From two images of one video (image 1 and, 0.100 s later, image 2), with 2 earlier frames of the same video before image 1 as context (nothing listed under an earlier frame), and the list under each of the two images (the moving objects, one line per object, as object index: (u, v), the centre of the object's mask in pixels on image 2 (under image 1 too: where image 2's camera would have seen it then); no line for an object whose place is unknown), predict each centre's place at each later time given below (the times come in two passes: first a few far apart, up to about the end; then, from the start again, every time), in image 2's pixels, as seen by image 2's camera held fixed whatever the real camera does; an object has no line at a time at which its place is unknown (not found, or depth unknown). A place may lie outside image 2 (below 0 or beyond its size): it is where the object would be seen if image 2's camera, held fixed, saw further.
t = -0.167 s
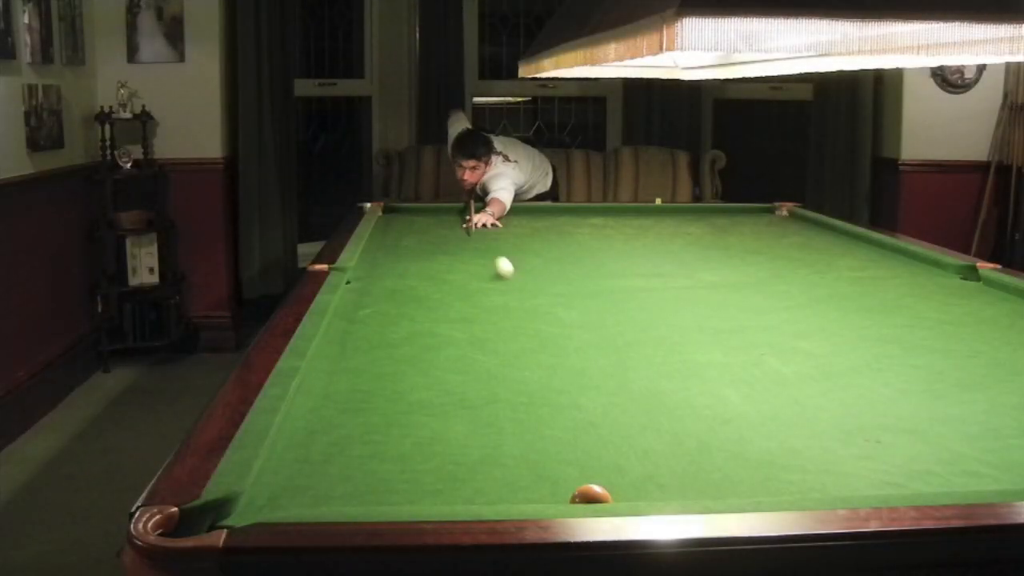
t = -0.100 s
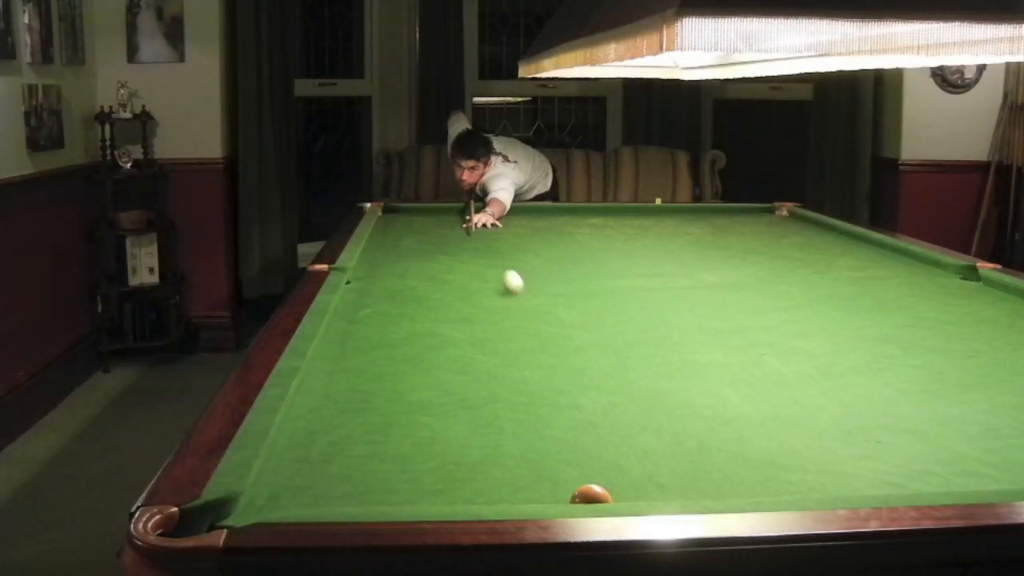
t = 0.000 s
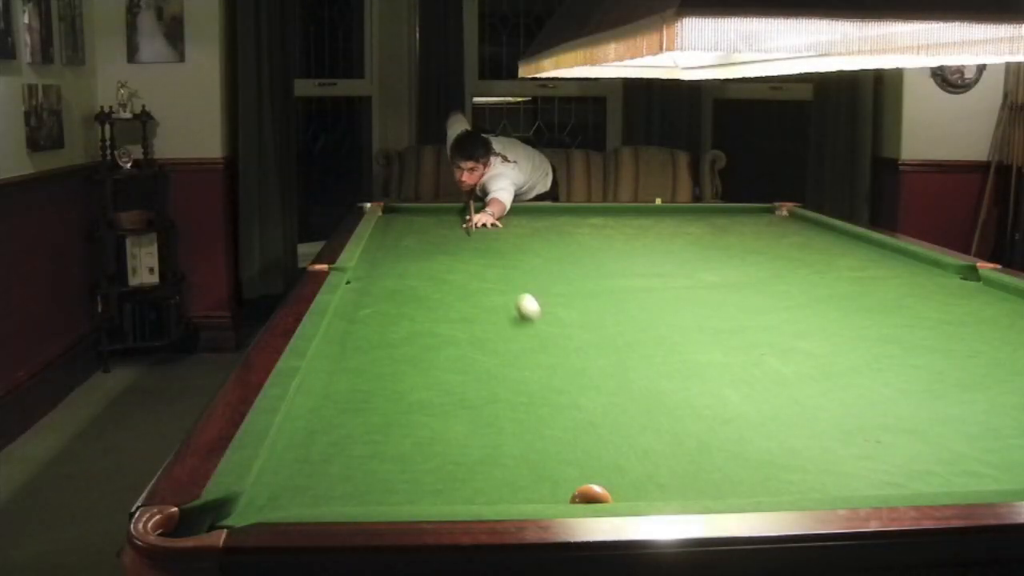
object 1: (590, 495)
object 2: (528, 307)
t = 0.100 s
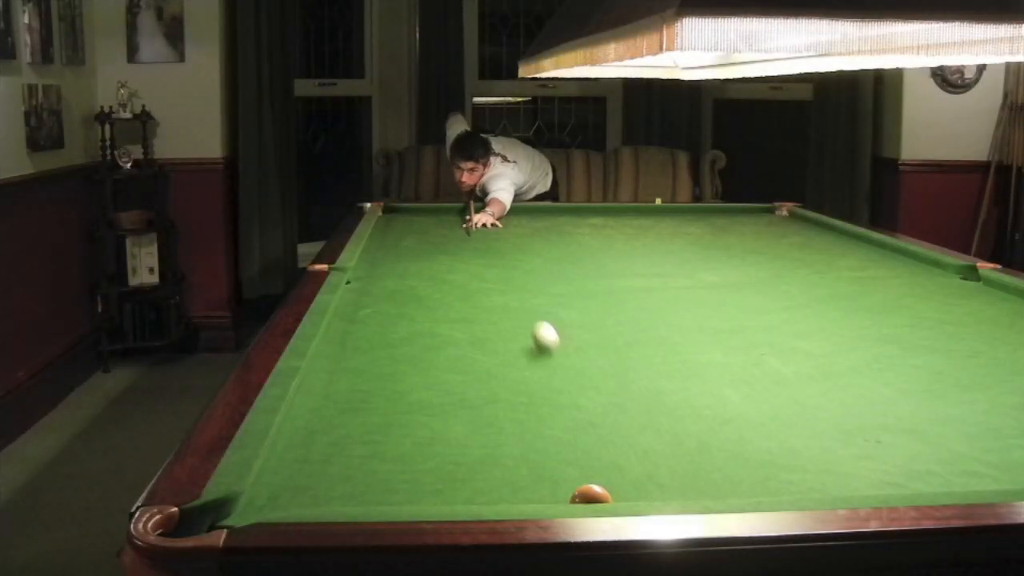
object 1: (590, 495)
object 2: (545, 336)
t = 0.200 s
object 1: (590, 495)
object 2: (566, 374)
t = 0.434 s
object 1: (579, 494)
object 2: (624, 482)
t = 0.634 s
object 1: (490, 495)
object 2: (570, 389)
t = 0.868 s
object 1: (395, 496)
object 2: (530, 335)
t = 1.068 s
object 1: (317, 497)
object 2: (506, 304)
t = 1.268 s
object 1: (246, 504)
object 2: (487, 280)
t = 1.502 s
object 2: (471, 258)
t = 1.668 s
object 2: (461, 246)
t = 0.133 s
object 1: (590, 495)
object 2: (552, 347)
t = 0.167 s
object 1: (590, 495)
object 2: (558, 360)
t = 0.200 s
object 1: (590, 495)
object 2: (566, 374)
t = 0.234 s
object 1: (590, 495)
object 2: (574, 389)
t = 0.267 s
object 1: (590, 495)
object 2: (583, 407)
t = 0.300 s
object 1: (591, 495)
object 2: (594, 426)
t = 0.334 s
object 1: (590, 495)
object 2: (606, 447)
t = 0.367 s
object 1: (590, 495)
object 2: (620, 474)
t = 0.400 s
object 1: (590, 495)
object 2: (634, 489)
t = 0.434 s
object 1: (579, 494)
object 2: (624, 482)
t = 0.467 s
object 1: (562, 495)
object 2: (612, 463)
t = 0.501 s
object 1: (547, 494)
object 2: (602, 444)
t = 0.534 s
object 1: (533, 495)
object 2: (593, 428)
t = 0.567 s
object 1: (519, 495)
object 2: (584, 413)
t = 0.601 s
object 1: (505, 495)
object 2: (577, 401)
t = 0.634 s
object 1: (490, 495)
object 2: (570, 389)
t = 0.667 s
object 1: (477, 495)
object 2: (562, 379)
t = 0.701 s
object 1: (462, 495)
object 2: (556, 371)
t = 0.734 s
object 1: (449, 495)
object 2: (550, 361)
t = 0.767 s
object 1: (435, 496)
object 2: (545, 355)
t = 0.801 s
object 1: (422, 496)
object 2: (540, 348)
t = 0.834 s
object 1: (408, 496)
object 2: (534, 341)
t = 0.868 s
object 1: (395, 496)
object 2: (530, 335)
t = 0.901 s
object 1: (382, 496)
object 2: (525, 329)
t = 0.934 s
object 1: (368, 496)
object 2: (521, 324)
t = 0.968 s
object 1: (356, 496)
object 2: (517, 318)
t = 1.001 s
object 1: (343, 497)
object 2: (513, 313)
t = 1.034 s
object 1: (329, 497)
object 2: (509, 308)
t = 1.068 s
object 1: (317, 497)
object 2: (506, 304)
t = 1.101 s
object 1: (304, 498)
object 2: (502, 299)
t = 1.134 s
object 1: (291, 498)
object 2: (499, 295)
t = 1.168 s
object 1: (278, 499)
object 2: (496, 291)
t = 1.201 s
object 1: (266, 501)
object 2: (493, 287)
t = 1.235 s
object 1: (253, 502)
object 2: (490, 283)
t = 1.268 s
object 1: (246, 504)
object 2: (487, 280)
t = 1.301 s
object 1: (247, 505)
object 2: (485, 276)
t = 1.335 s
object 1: (249, 507)
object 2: (482, 273)
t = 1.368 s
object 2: (480, 270)
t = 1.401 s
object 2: (477, 267)
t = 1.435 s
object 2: (475, 264)
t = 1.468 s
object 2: (473, 261)
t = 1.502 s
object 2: (471, 258)
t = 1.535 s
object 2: (468, 255)
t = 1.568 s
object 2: (466, 253)
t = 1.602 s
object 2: (464, 250)
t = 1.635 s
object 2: (462, 248)
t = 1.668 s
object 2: (461, 246)
